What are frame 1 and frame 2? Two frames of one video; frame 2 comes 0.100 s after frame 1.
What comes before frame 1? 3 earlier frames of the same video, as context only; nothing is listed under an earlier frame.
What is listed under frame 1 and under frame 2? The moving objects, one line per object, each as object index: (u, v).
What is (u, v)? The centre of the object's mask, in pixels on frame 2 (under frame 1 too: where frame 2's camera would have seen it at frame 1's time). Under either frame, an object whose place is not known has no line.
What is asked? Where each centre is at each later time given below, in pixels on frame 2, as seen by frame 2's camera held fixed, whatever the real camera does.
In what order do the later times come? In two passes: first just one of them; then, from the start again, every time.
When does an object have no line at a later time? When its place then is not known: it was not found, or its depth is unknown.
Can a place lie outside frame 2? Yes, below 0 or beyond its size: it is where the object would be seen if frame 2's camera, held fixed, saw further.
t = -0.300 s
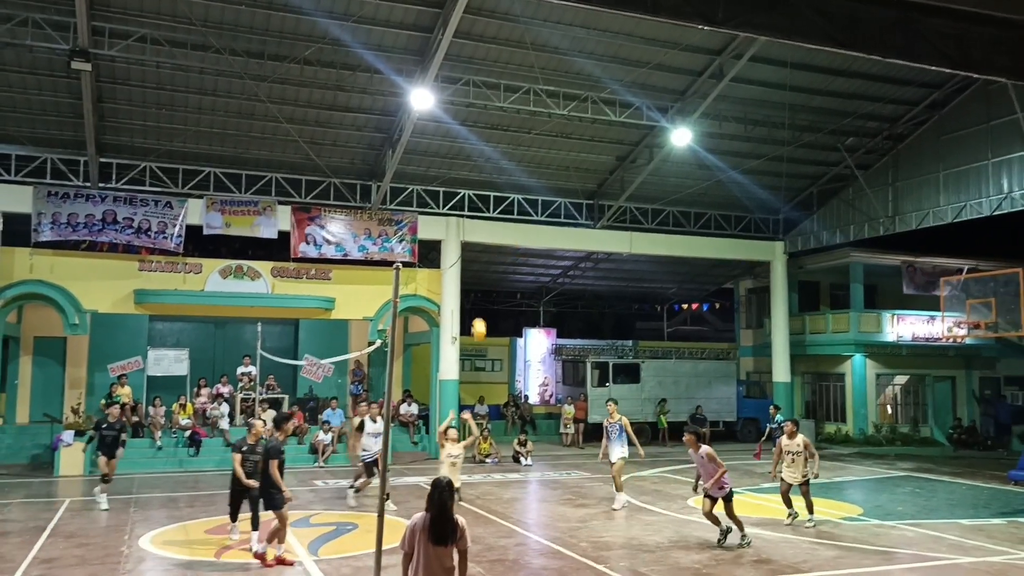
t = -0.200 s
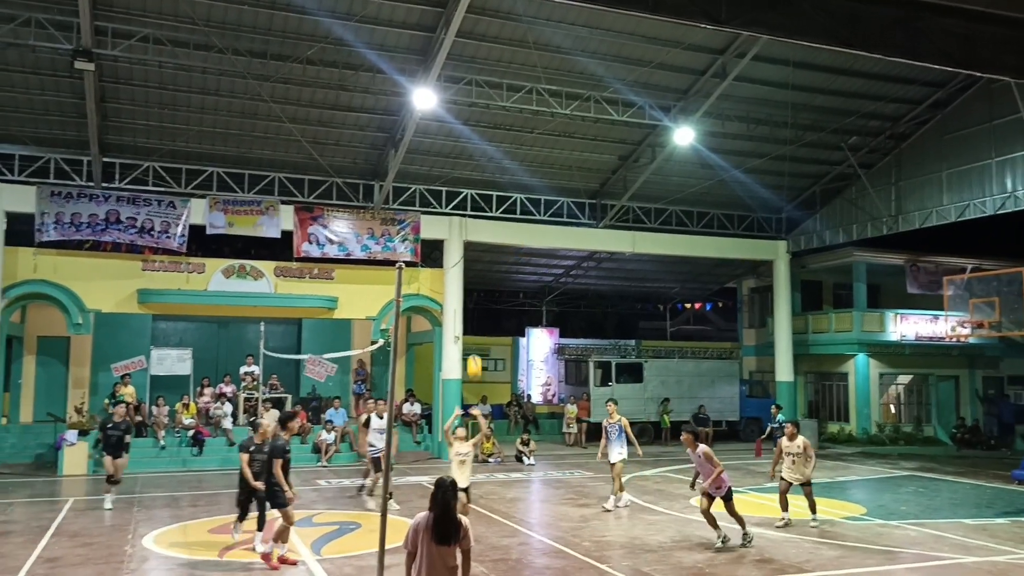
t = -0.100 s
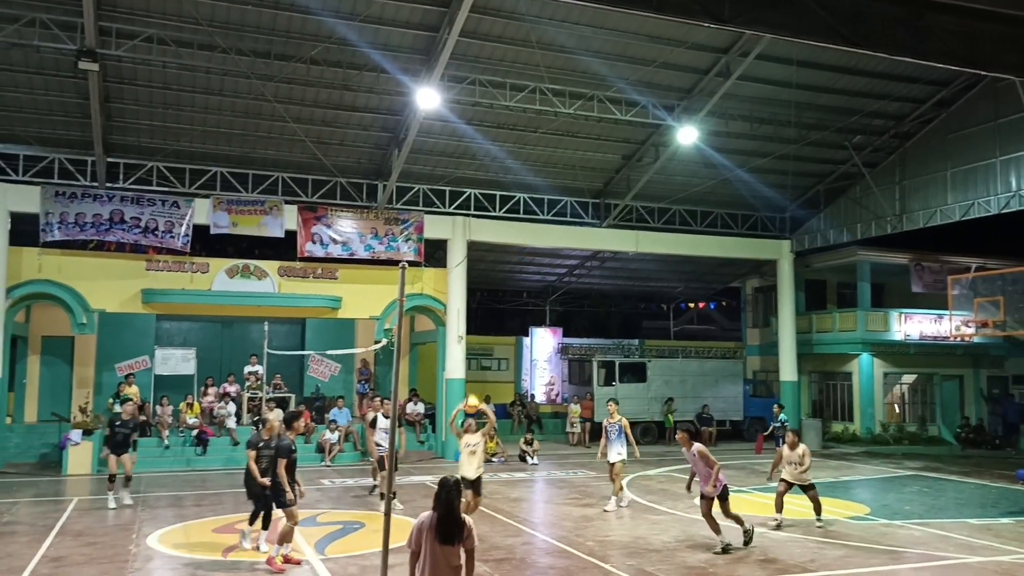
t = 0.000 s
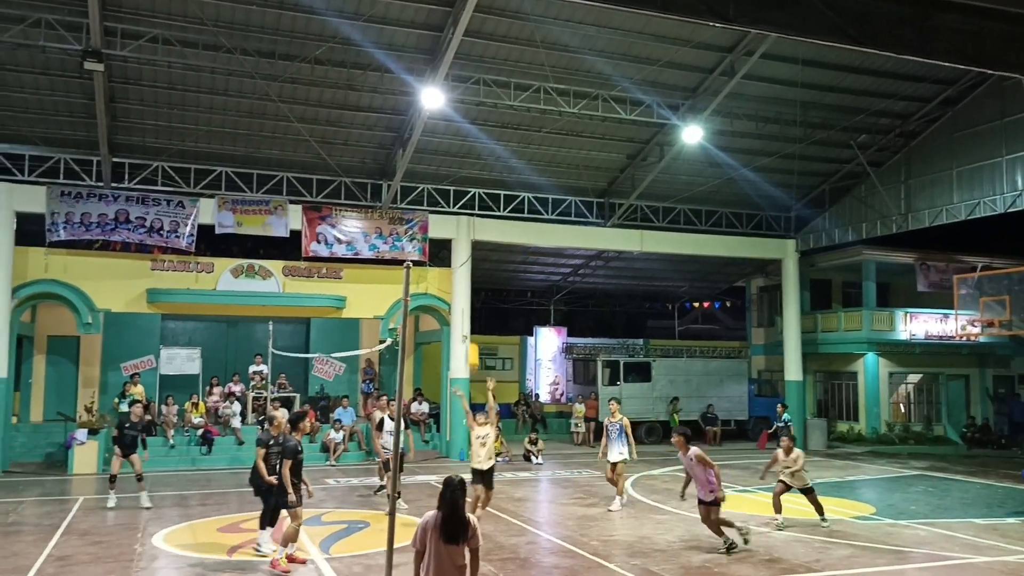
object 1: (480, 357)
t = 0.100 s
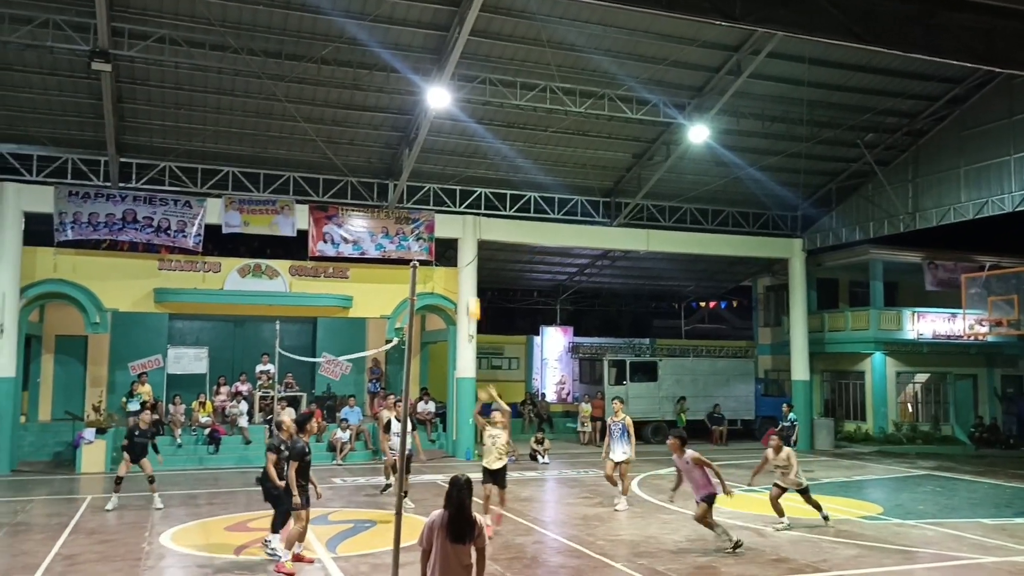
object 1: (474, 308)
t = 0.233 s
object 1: (467, 255)
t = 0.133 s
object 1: (472, 294)
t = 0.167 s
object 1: (470, 280)
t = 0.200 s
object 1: (469, 267)
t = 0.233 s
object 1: (467, 255)
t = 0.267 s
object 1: (465, 244)
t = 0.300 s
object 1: (464, 233)
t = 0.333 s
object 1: (463, 223)
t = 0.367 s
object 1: (456, 215)
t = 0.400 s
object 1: (455, 207)
